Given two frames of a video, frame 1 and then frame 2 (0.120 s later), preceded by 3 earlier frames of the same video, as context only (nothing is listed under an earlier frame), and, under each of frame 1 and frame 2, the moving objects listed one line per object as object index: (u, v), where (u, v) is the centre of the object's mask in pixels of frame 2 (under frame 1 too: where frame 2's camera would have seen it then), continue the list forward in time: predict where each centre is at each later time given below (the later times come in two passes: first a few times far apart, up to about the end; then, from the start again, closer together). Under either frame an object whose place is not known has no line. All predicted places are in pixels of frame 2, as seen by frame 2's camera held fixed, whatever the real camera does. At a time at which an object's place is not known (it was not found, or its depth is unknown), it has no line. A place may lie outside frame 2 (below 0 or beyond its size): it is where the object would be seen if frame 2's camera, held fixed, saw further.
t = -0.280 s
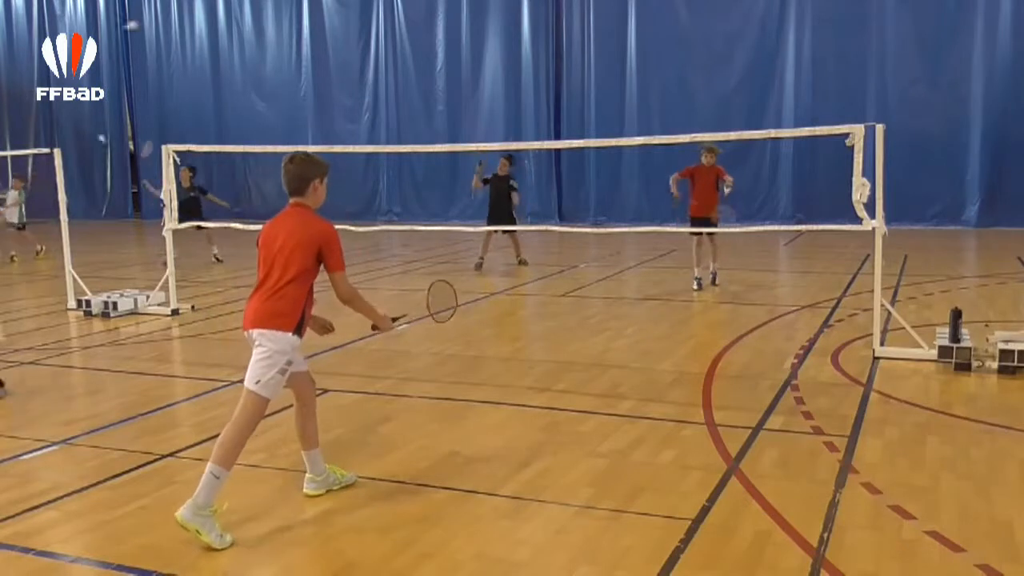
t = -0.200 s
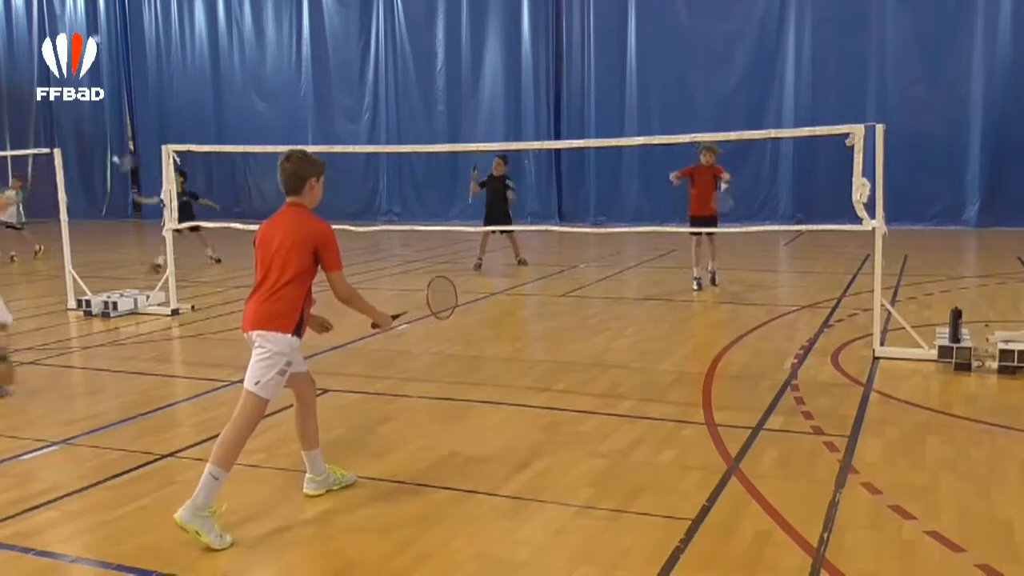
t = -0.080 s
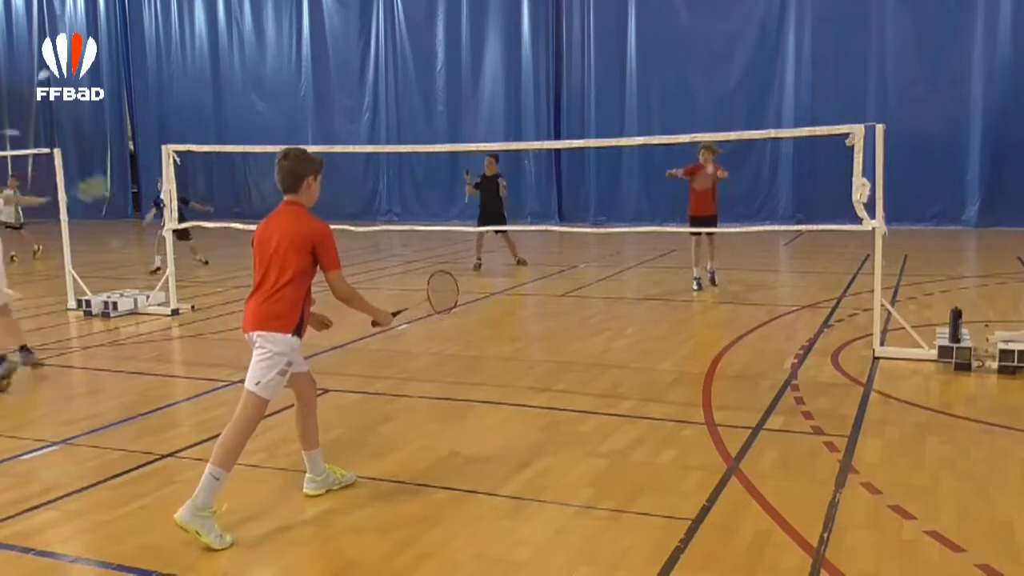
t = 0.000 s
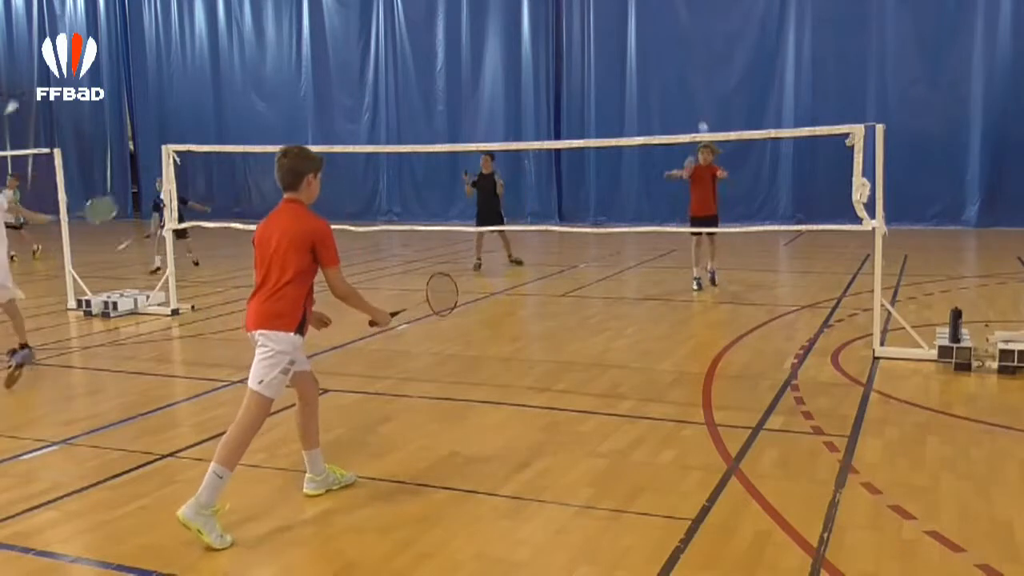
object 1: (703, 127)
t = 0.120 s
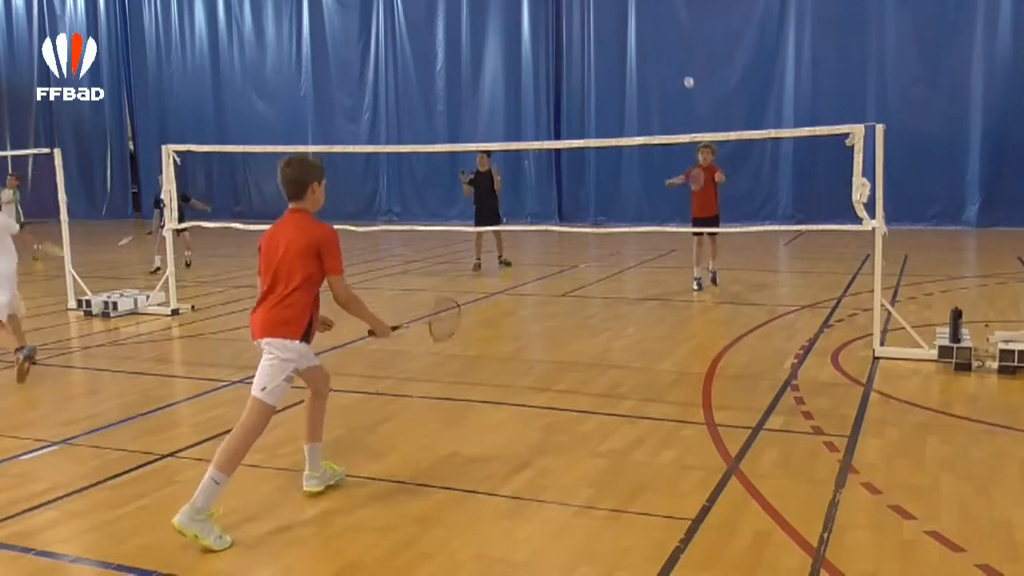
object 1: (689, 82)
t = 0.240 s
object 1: (676, 54)
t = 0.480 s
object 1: (643, 61)
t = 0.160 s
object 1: (684, 71)
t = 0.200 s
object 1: (679, 62)
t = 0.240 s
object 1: (676, 54)
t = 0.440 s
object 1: (648, 52)
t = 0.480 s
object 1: (643, 61)
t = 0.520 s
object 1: (637, 72)
